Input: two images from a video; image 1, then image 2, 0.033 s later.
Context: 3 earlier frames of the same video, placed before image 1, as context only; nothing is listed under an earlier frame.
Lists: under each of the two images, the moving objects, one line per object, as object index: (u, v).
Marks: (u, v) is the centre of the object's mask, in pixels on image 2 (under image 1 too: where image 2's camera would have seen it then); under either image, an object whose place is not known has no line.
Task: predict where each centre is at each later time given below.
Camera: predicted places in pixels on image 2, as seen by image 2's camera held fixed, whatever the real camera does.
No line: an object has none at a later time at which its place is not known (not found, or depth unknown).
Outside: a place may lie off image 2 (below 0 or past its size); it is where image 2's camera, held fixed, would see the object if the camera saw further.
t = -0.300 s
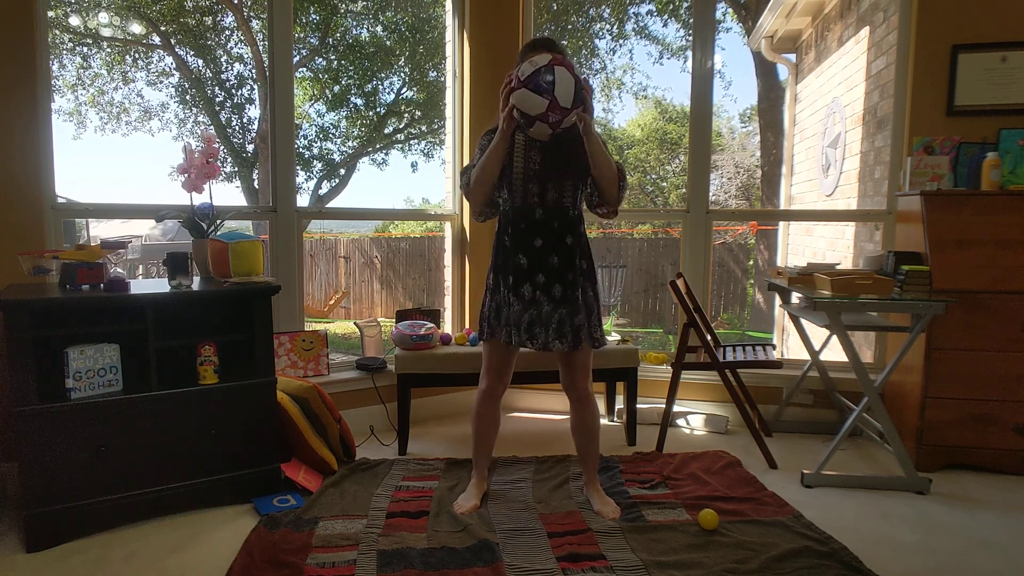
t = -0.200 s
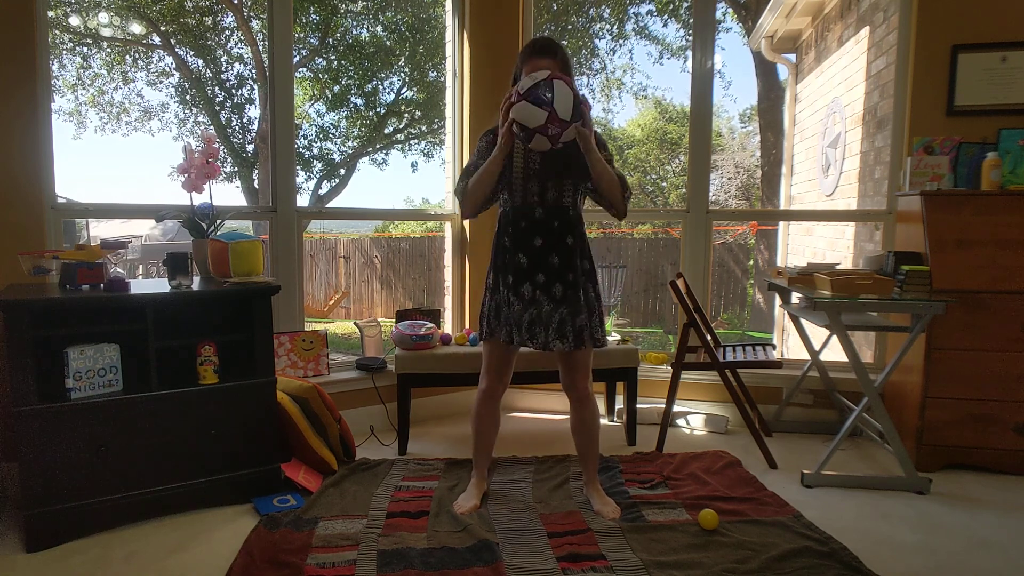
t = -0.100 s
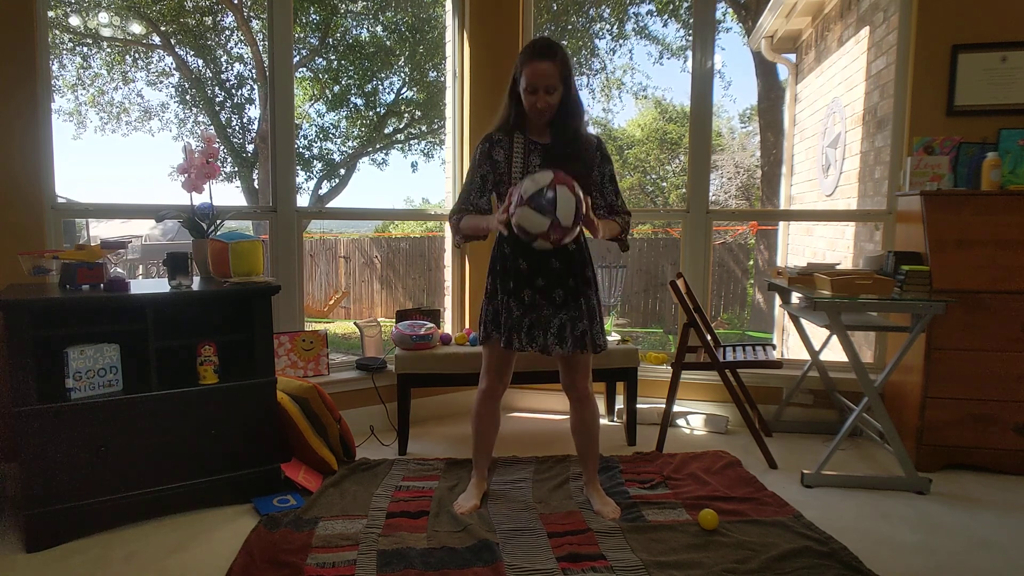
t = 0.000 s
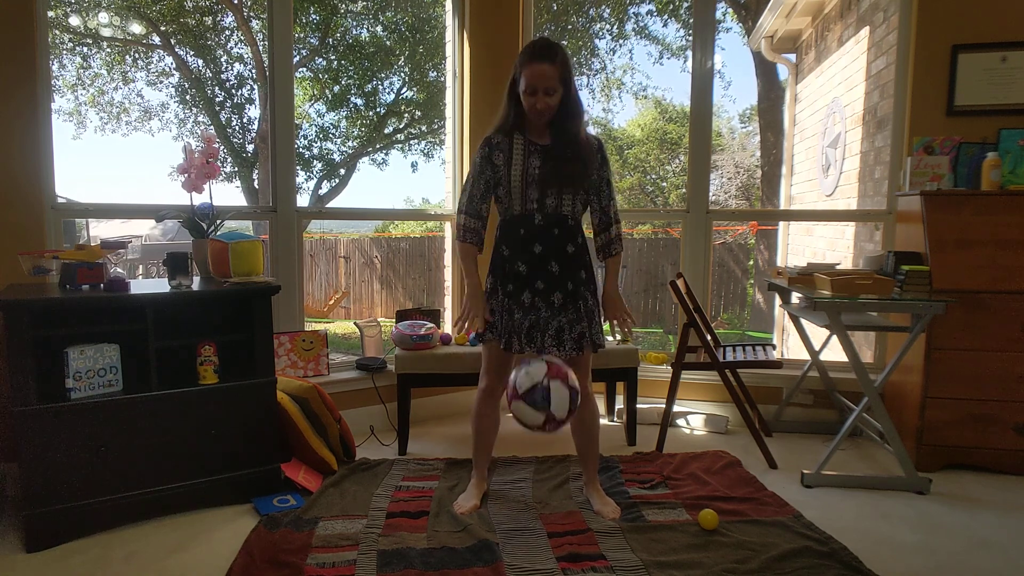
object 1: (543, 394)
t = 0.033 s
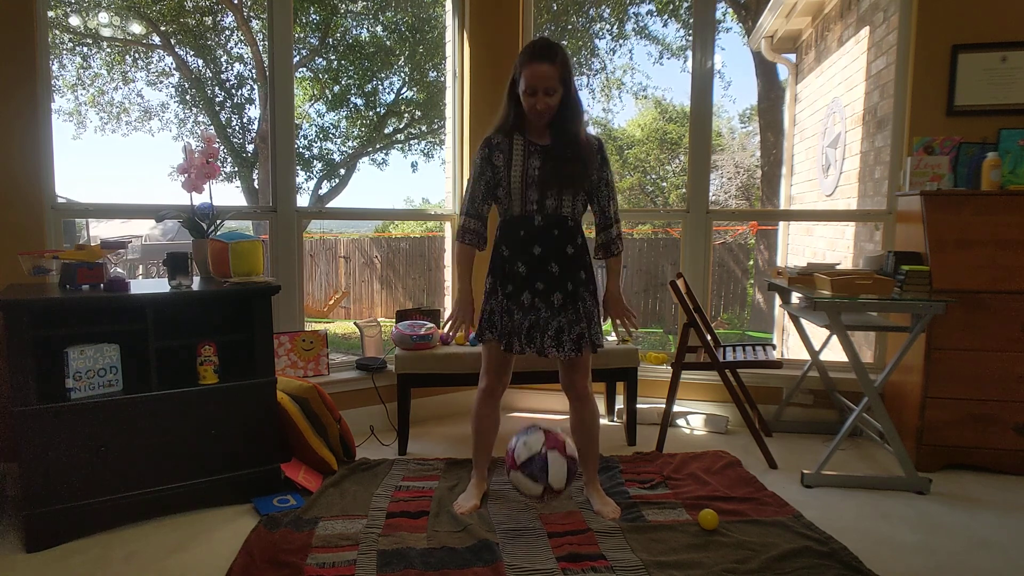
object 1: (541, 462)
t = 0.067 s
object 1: (539, 530)
